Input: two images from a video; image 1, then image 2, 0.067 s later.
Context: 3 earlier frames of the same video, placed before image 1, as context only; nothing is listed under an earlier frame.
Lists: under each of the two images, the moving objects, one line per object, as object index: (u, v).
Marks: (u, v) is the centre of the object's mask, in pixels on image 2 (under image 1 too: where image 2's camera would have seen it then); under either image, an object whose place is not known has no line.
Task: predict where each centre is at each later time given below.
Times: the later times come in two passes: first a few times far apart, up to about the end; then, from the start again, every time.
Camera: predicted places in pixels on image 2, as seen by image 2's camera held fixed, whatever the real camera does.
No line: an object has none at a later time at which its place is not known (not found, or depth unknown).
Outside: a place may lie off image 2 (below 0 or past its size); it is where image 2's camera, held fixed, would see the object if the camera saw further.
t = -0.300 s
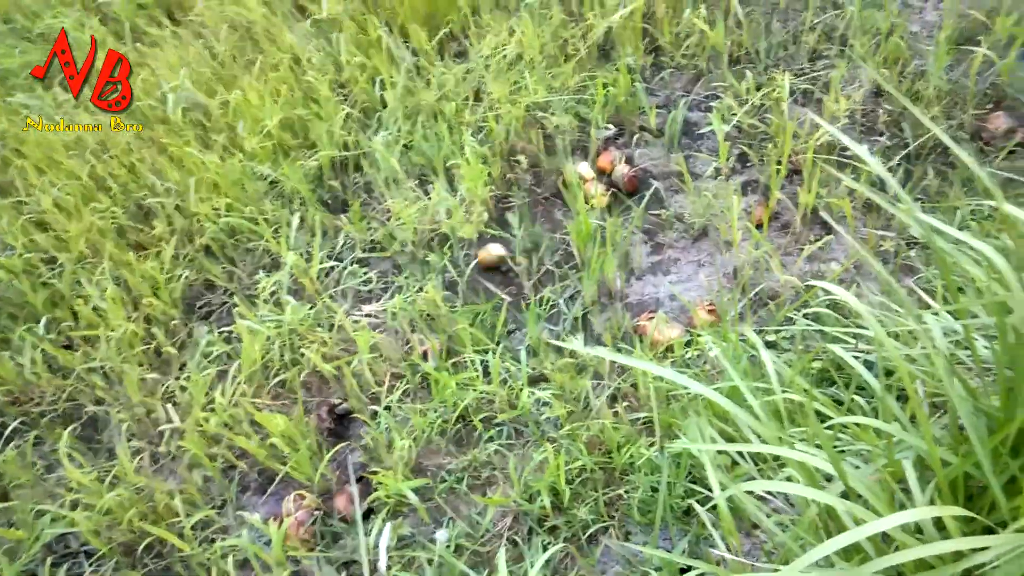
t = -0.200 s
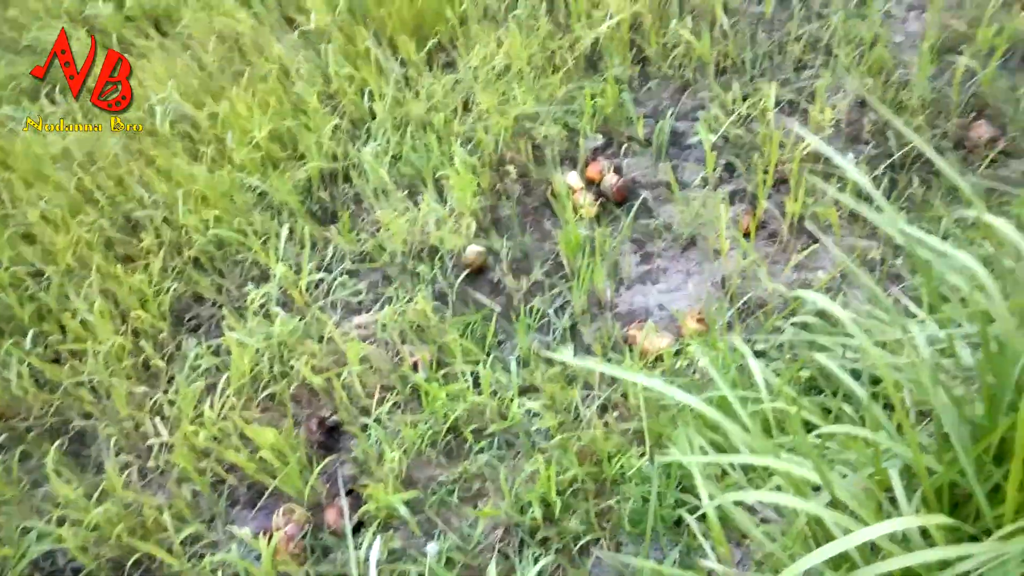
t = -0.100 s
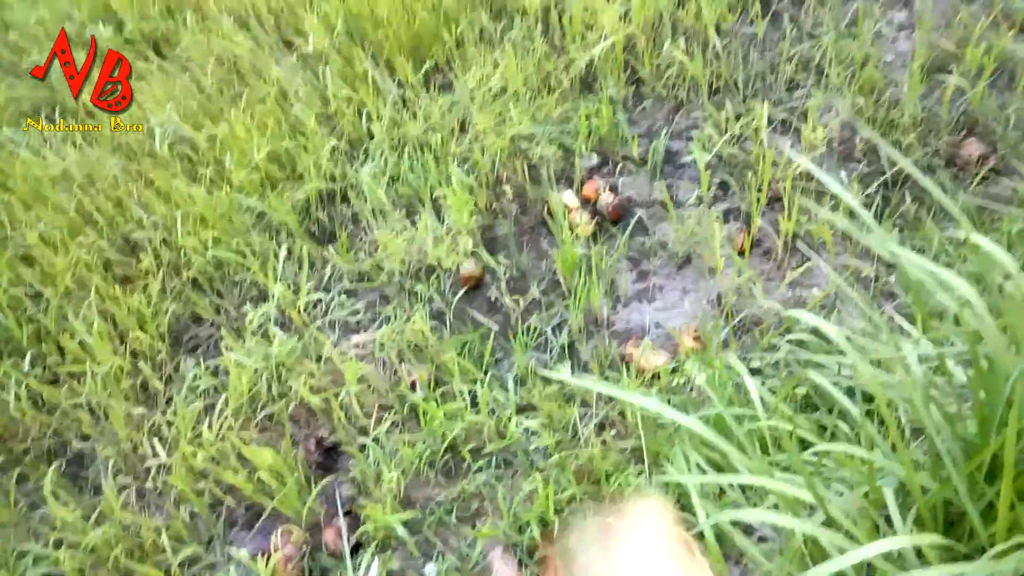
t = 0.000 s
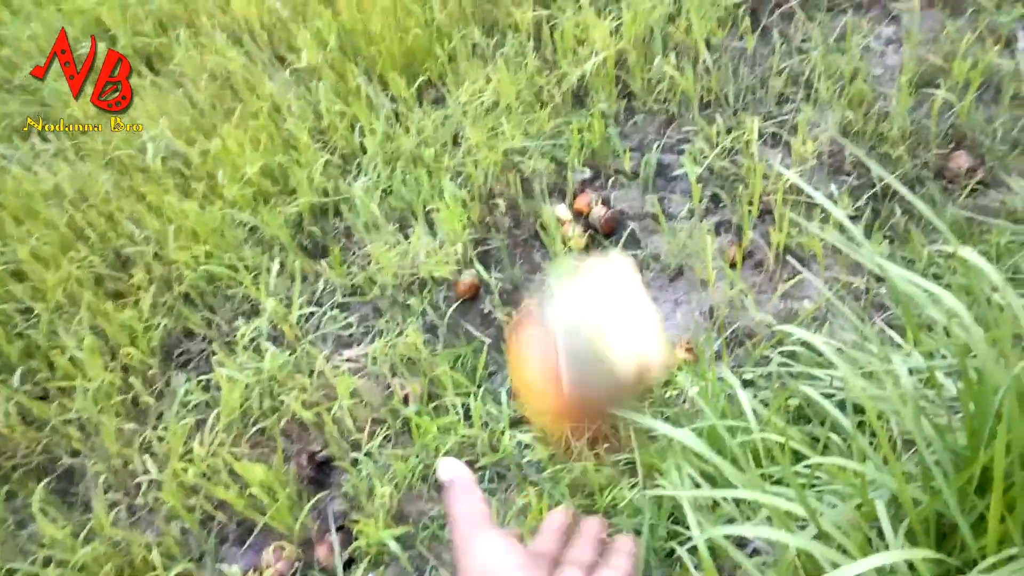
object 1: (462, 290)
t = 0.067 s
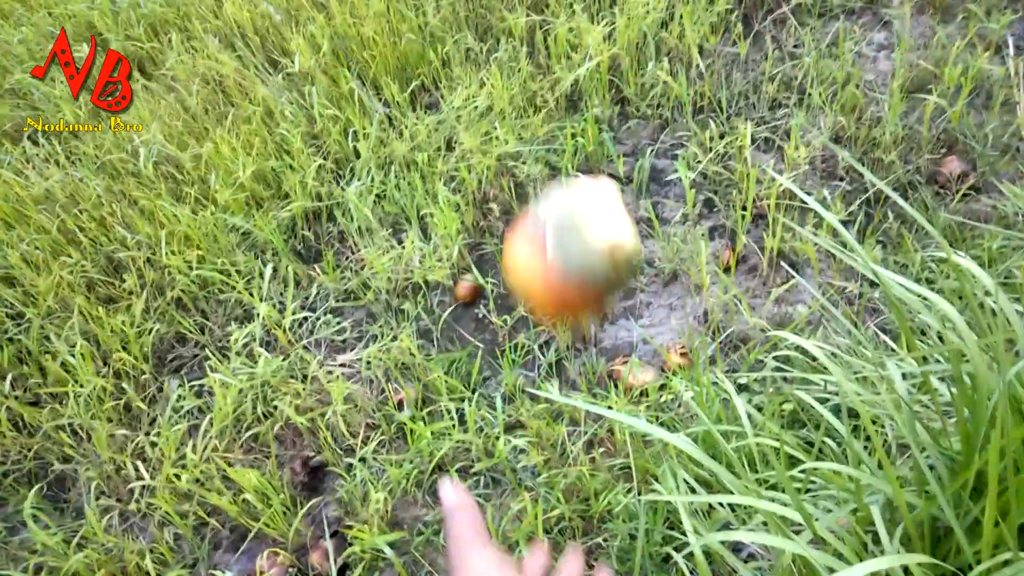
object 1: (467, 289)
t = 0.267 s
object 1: (486, 287)
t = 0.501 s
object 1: (490, 287)
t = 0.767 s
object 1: (489, 286)
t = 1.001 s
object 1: (484, 284)
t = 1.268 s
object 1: (479, 286)
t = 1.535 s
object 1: (481, 286)
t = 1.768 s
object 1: (481, 286)
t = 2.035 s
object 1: (483, 286)
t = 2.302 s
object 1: (482, 286)
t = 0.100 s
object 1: (469, 290)
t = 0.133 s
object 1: (472, 290)
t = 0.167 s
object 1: (475, 291)
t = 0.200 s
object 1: (481, 287)
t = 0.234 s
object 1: (484, 287)
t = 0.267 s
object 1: (486, 287)
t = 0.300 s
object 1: (487, 285)
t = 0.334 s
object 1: (488, 282)
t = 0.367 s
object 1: (489, 283)
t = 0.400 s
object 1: (490, 283)
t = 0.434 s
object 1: (490, 286)
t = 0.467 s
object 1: (490, 286)
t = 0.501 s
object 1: (490, 287)
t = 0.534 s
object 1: (489, 287)
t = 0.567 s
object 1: (490, 287)
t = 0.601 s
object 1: (489, 287)
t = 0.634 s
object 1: (490, 287)
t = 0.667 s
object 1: (489, 287)
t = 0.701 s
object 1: (489, 287)
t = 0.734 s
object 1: (489, 287)
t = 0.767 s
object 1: (489, 286)
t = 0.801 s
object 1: (489, 286)
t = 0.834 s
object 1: (489, 286)
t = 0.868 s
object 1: (489, 286)
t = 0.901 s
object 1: (488, 286)
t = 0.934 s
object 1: (486, 285)
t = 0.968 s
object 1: (485, 284)
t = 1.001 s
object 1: (484, 284)
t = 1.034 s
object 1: (483, 283)
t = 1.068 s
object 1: (481, 285)
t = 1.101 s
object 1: (480, 285)
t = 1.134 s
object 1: (479, 285)
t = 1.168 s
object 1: (477, 286)
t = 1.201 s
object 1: (477, 287)
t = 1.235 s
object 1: (478, 286)
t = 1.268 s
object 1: (479, 286)
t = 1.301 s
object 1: (478, 286)
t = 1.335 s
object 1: (478, 286)
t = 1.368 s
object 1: (479, 286)
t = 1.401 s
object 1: (479, 286)
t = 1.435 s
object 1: (480, 287)
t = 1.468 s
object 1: (479, 286)
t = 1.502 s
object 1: (480, 286)
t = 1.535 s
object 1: (481, 286)
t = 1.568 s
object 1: (481, 286)
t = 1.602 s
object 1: (481, 286)
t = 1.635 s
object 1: (481, 286)
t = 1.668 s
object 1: (481, 286)
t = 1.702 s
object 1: (481, 286)
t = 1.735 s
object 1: (482, 286)
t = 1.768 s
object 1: (481, 286)
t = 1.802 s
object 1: (482, 286)
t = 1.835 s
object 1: (482, 286)
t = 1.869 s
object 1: (482, 286)
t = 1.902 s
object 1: (482, 286)
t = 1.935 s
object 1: (482, 286)
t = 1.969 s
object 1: (483, 286)
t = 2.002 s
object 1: (482, 286)
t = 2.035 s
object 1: (483, 286)
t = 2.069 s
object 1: (482, 286)
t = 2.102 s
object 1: (481, 286)
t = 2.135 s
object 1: (482, 286)
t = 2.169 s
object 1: (482, 286)
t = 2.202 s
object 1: (482, 286)
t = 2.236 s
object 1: (482, 286)
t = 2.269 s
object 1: (482, 286)
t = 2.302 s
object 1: (482, 286)
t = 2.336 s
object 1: (482, 286)
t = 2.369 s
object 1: (481, 286)
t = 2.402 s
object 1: (481, 285)
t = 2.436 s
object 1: (481, 285)
